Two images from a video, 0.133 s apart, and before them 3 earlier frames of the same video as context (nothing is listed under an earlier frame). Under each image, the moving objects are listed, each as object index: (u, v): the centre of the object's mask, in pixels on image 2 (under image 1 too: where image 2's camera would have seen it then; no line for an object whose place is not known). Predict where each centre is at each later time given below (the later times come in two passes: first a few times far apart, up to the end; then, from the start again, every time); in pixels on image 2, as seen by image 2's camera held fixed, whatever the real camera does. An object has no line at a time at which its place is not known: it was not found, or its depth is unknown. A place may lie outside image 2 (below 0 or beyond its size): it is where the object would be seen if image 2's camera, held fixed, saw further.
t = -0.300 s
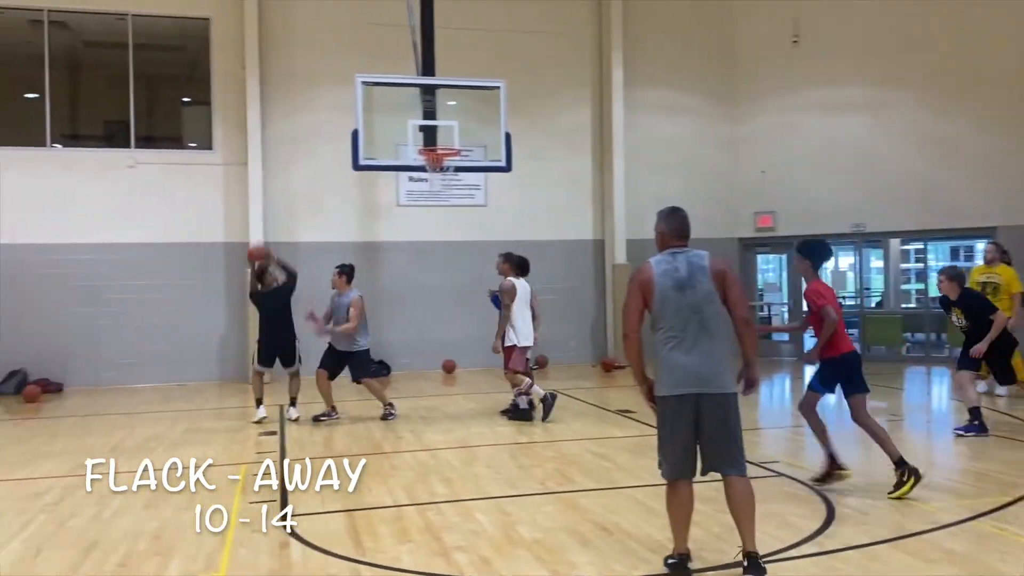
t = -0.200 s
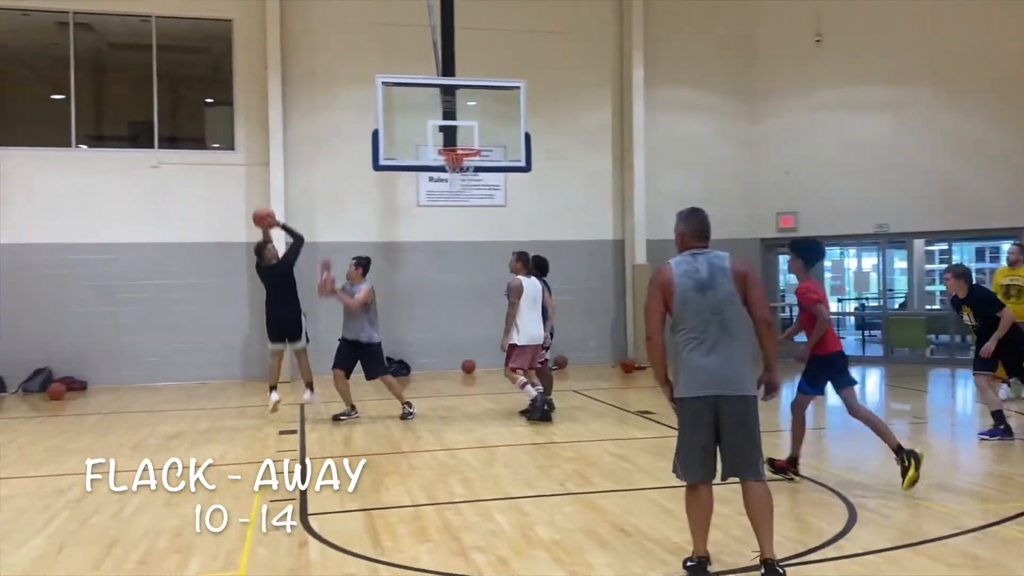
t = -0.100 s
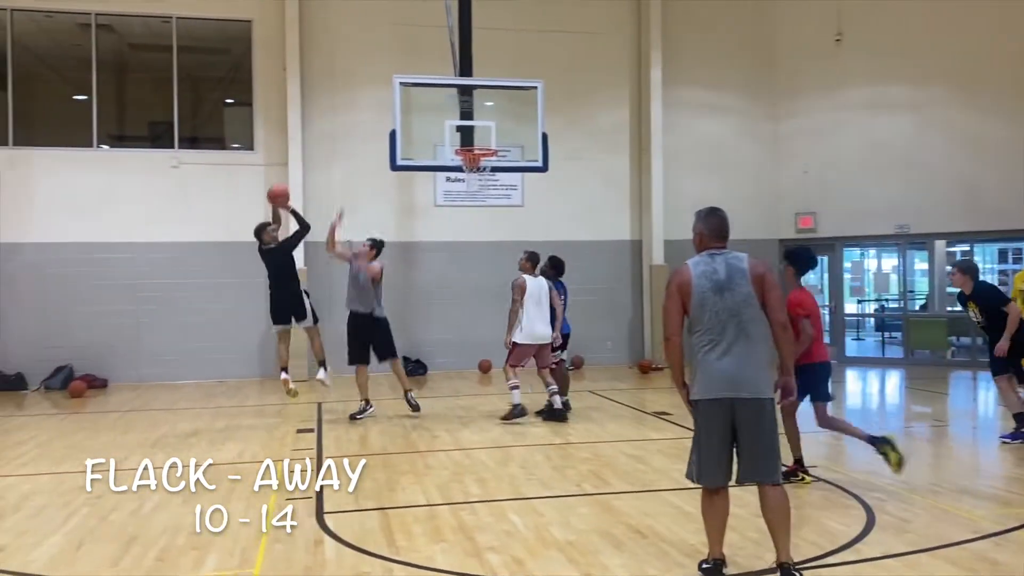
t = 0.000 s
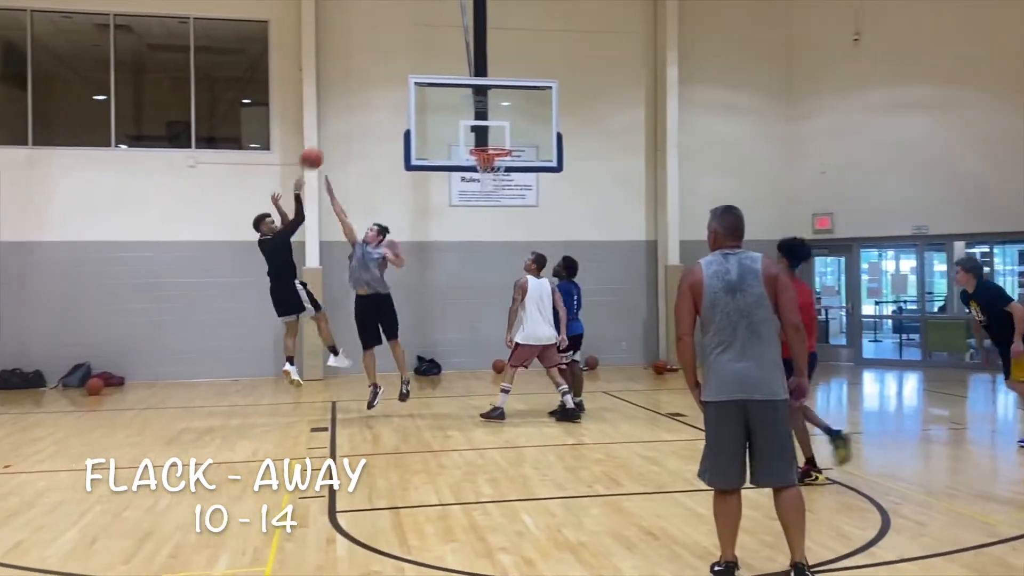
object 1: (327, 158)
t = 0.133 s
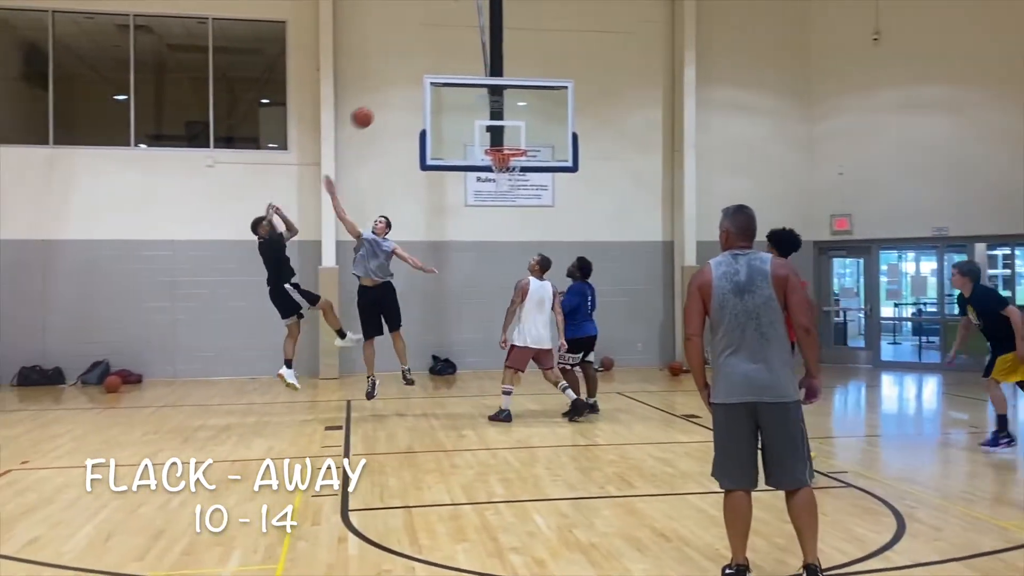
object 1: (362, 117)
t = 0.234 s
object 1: (387, 98)
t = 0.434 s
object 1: (434, 86)
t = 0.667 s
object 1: (474, 112)
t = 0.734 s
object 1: (484, 128)
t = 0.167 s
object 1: (371, 110)
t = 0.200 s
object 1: (379, 103)
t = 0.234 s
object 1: (387, 98)
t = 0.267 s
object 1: (395, 94)
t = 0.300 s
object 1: (403, 90)
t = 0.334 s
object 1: (411, 88)
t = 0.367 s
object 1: (418, 87)
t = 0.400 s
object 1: (426, 86)
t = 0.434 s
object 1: (434, 86)
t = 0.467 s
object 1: (441, 88)
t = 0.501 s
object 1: (448, 90)
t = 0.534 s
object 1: (453, 92)
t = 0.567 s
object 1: (458, 96)
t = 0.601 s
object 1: (463, 101)
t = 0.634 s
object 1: (469, 106)
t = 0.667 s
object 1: (474, 112)
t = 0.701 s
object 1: (479, 119)
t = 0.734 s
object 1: (484, 128)
